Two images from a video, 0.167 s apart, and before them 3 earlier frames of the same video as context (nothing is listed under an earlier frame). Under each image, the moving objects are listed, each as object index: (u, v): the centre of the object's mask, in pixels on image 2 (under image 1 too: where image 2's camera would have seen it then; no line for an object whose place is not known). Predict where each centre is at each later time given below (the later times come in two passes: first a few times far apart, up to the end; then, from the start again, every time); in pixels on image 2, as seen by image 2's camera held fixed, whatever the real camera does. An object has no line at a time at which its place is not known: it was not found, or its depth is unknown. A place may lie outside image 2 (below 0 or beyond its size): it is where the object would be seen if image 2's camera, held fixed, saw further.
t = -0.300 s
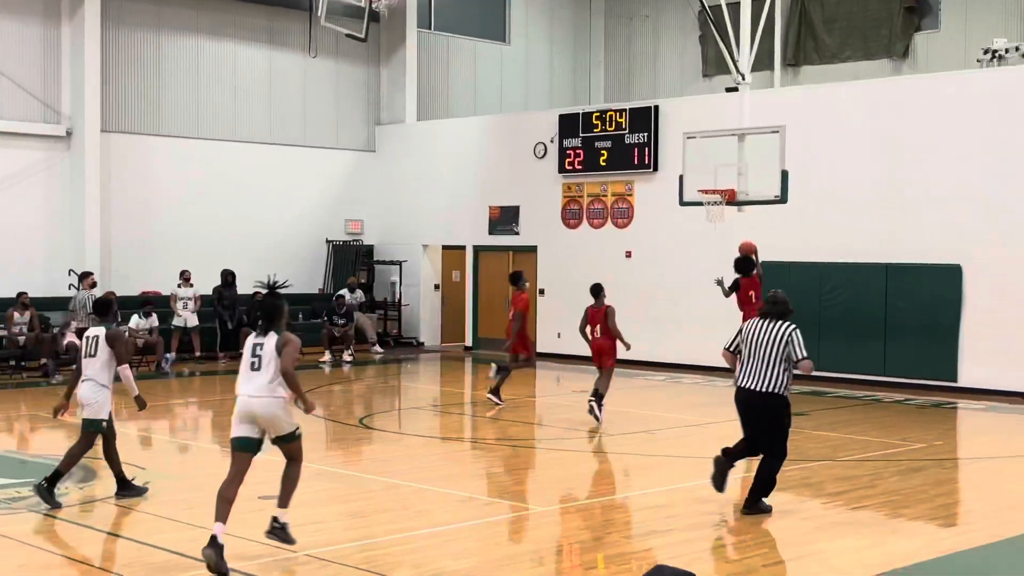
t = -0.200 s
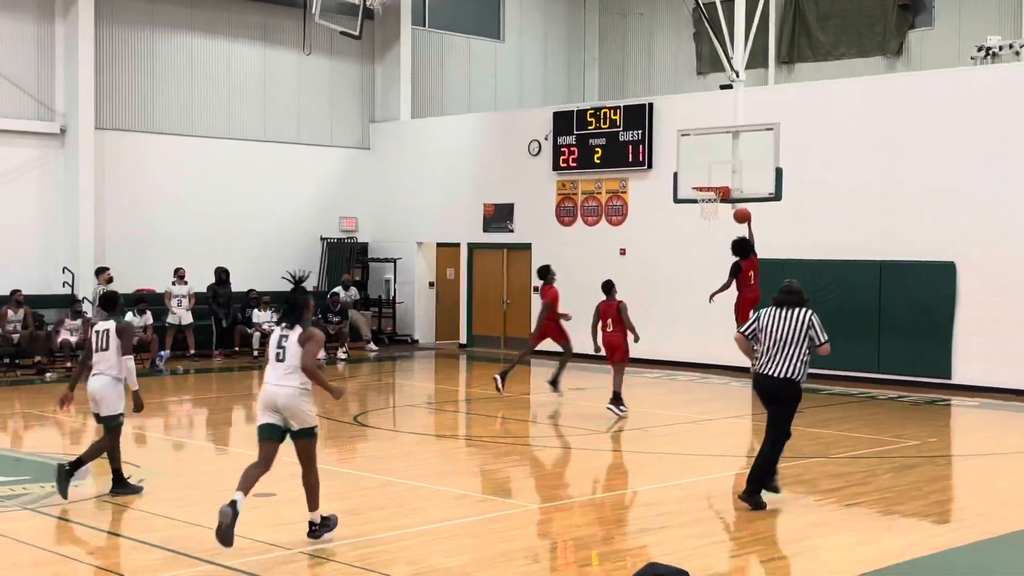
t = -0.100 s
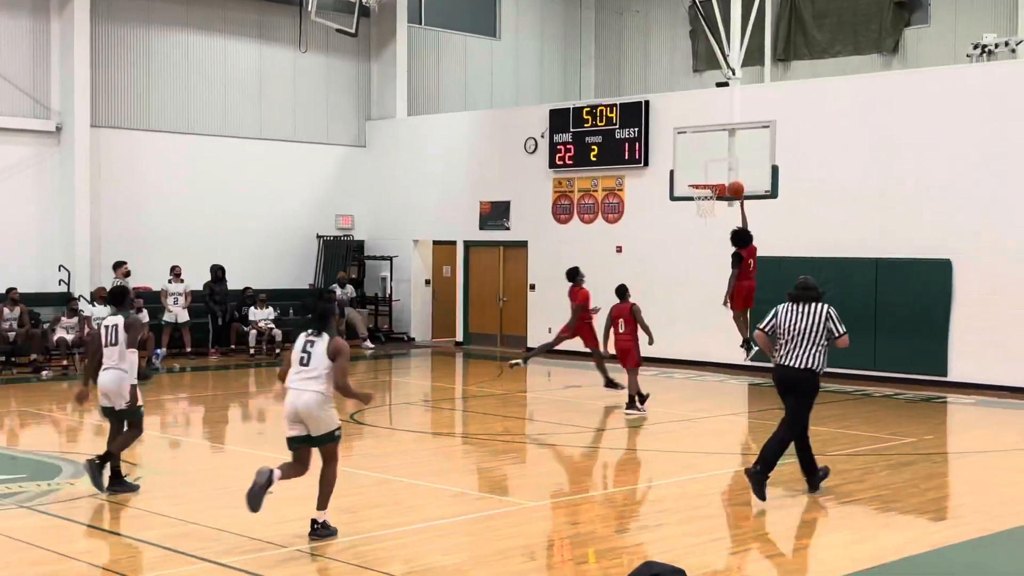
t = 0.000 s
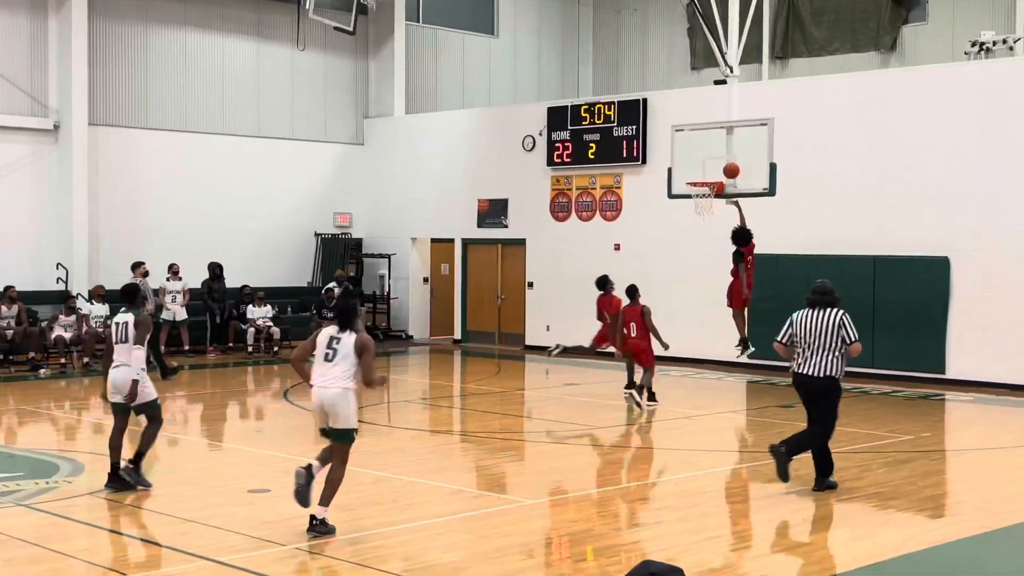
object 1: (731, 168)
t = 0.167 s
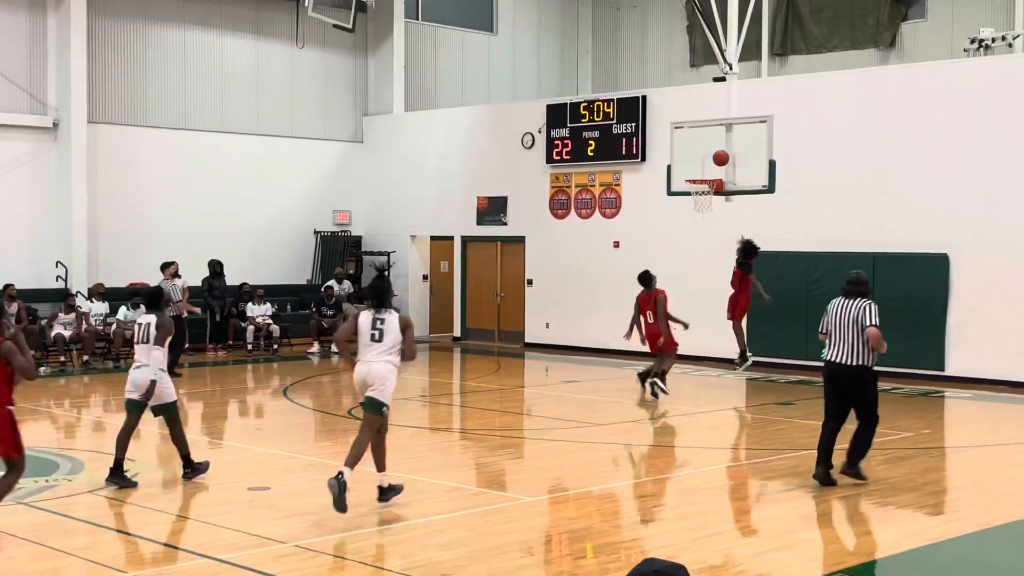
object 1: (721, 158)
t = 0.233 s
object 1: (716, 160)
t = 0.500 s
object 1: (695, 194)
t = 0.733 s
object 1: (692, 231)
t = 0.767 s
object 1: (692, 239)
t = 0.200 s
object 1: (718, 158)
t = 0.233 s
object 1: (716, 160)
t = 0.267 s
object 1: (713, 162)
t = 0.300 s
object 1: (710, 164)
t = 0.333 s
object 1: (708, 168)
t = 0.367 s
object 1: (705, 172)
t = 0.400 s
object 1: (702, 175)
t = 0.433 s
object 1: (699, 181)
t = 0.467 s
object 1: (697, 189)
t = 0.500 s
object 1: (695, 194)
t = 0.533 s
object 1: (694, 199)
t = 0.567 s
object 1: (693, 206)
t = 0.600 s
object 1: (694, 206)
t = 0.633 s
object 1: (693, 211)
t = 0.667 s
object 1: (693, 217)
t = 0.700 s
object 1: (693, 224)
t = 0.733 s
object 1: (692, 231)
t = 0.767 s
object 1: (692, 239)
